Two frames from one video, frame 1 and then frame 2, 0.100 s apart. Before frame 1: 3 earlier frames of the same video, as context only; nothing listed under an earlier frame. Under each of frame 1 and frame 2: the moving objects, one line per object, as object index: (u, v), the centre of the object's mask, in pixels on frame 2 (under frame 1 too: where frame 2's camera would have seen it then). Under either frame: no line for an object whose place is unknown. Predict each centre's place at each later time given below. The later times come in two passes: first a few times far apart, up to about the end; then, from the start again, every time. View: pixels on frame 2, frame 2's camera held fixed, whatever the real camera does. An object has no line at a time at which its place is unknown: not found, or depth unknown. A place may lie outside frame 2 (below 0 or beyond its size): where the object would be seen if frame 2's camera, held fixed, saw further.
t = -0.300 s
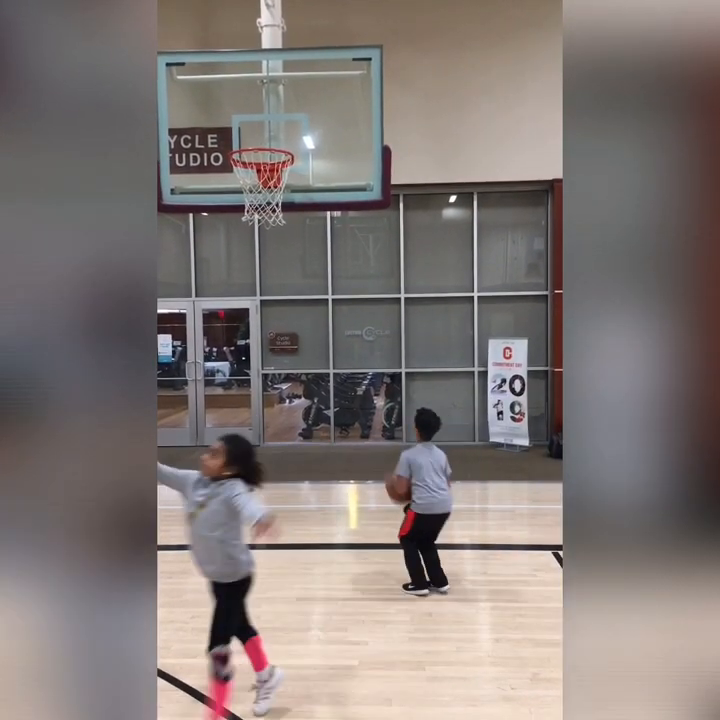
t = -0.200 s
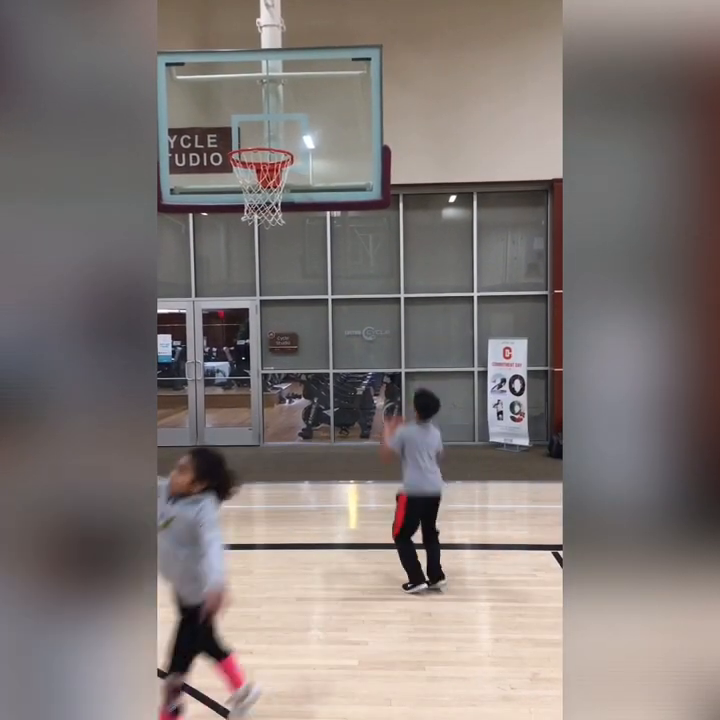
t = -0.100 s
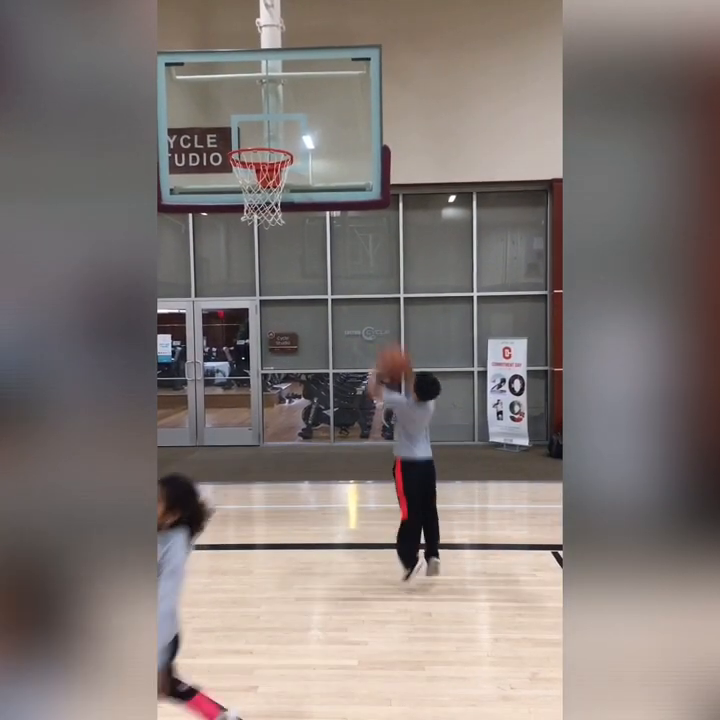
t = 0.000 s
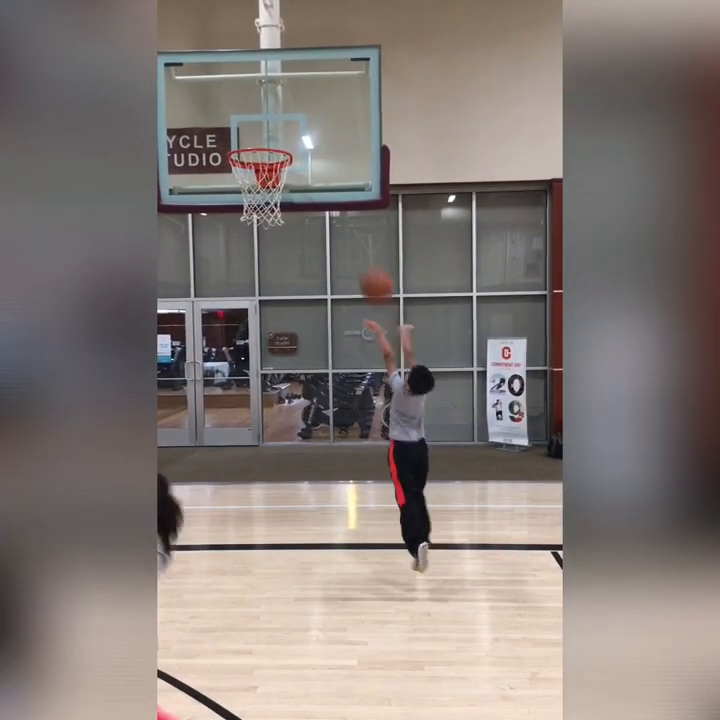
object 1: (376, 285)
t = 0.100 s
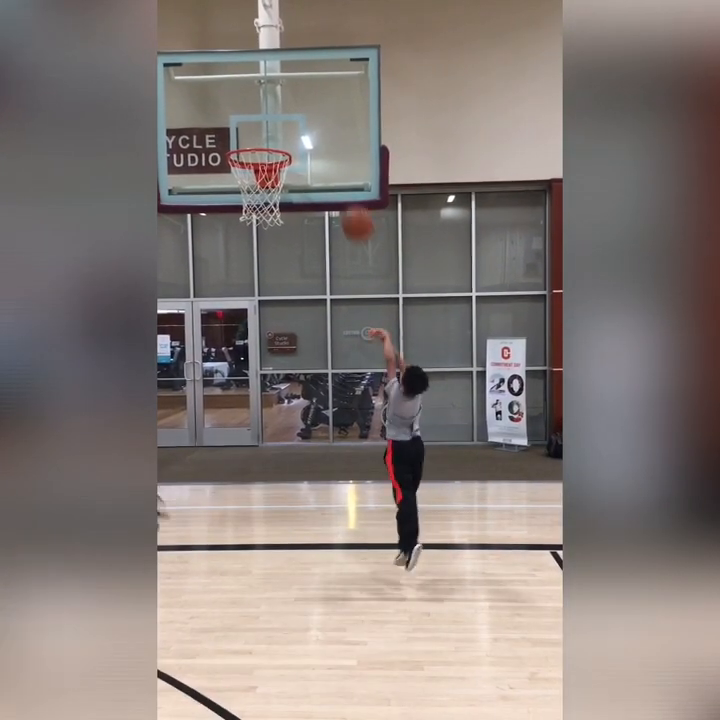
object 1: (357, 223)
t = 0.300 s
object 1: (325, 148)
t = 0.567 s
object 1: (297, 135)
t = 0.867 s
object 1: (315, 164)
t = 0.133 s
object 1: (352, 208)
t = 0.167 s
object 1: (346, 192)
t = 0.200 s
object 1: (340, 178)
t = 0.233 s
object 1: (335, 166)
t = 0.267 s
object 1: (330, 156)
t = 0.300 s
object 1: (325, 148)
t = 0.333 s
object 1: (321, 142)
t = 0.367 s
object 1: (317, 137)
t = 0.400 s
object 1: (312, 135)
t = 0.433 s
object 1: (307, 134)
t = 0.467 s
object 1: (303, 135)
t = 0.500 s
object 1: (299, 137)
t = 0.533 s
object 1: (296, 139)
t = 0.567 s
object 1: (297, 135)
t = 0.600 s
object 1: (299, 133)
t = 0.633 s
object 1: (301, 131)
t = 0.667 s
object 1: (303, 131)
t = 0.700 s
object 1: (304, 133)
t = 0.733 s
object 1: (306, 136)
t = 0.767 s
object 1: (308, 141)
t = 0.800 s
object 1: (310, 147)
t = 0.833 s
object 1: (313, 154)
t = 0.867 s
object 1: (315, 164)
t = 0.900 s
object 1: (317, 175)
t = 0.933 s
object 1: (320, 187)
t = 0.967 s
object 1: (322, 201)
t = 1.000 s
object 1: (325, 218)
